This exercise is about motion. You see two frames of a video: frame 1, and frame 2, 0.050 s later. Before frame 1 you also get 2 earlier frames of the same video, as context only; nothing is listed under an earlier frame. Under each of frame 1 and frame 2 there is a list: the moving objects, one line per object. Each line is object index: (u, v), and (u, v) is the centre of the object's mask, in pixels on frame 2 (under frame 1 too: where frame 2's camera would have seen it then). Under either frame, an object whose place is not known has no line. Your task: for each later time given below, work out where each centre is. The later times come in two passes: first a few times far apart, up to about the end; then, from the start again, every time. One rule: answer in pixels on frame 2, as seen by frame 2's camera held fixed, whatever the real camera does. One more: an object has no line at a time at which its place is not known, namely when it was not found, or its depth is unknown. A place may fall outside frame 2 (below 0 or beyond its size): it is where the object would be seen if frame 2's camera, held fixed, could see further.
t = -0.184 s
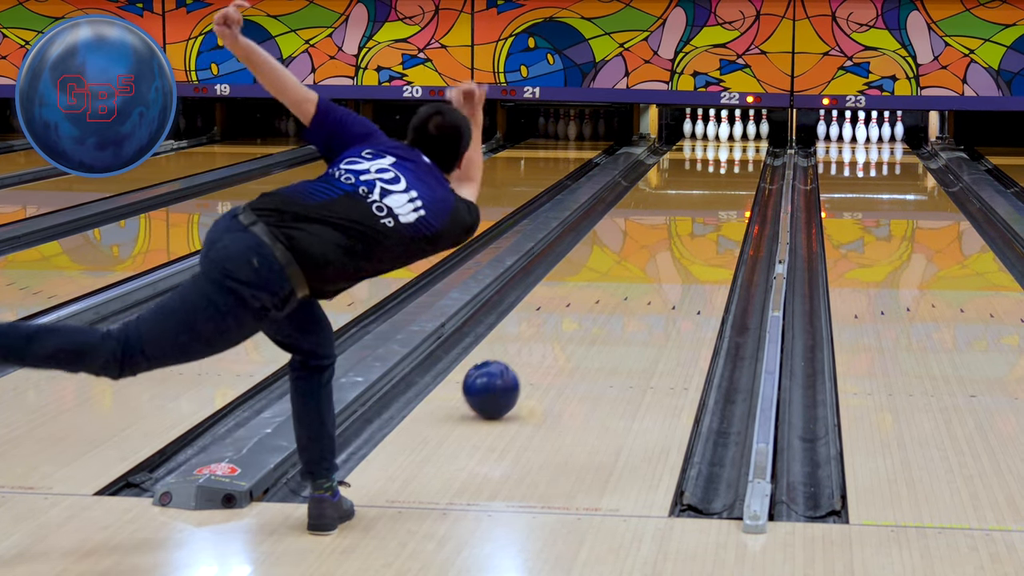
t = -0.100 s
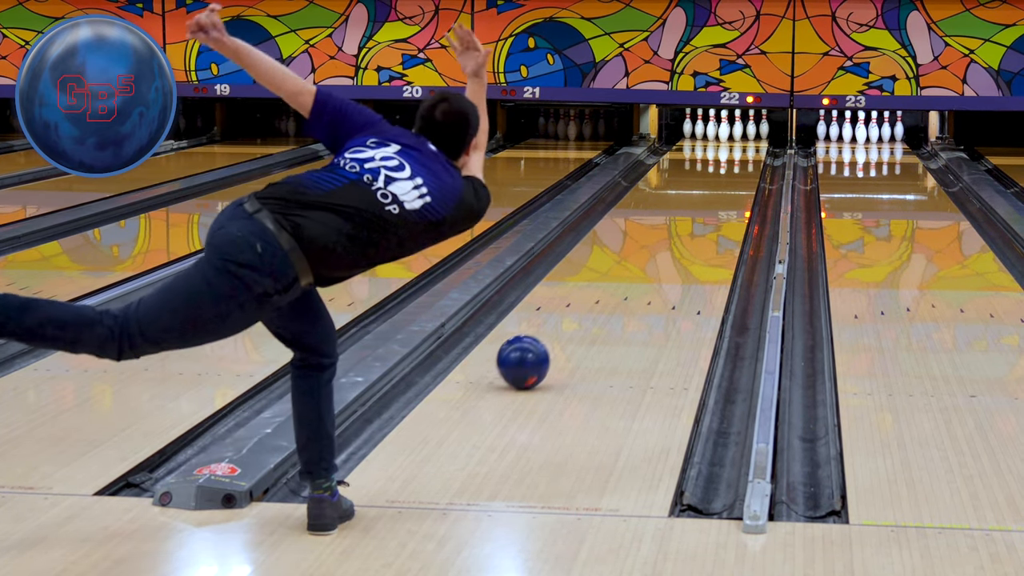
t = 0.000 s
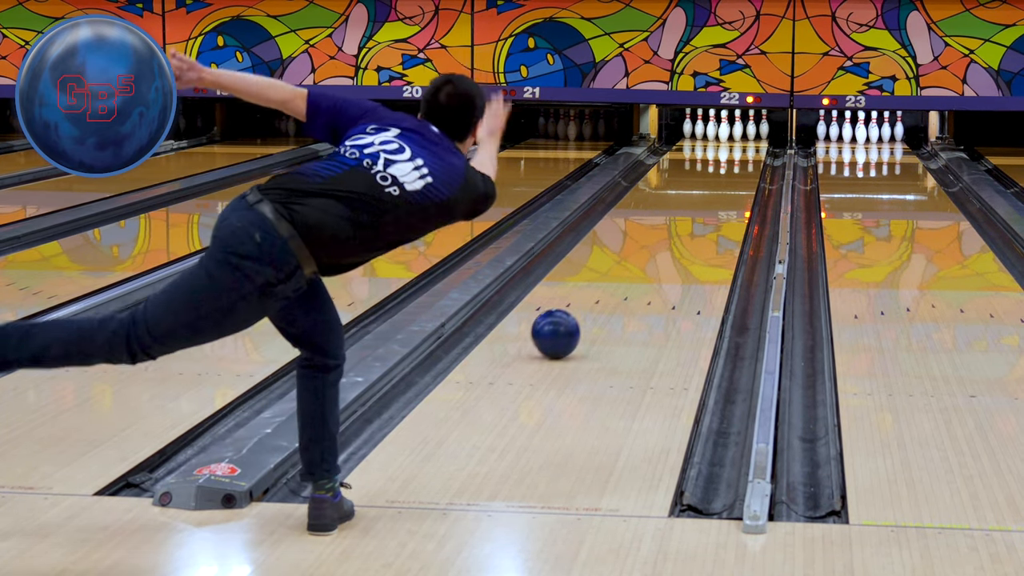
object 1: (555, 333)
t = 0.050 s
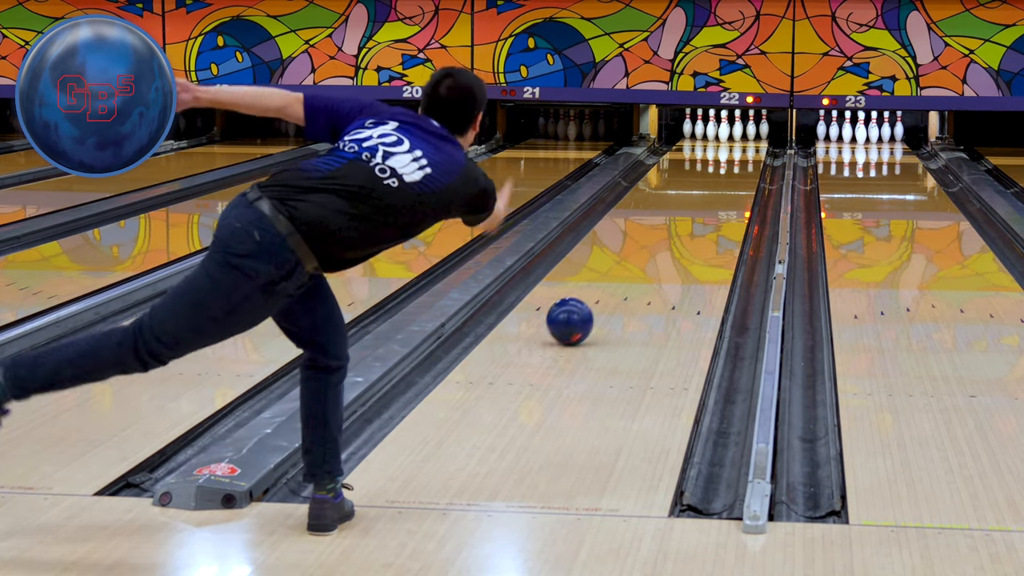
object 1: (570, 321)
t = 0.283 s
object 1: (623, 274)
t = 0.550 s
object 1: (666, 235)
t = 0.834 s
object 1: (697, 205)
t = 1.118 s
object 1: (720, 183)
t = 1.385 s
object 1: (733, 166)
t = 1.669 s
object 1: (740, 152)
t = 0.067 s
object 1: (574, 317)
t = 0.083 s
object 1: (579, 313)
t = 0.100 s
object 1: (583, 310)
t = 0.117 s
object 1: (587, 306)
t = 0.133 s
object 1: (591, 302)
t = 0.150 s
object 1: (595, 299)
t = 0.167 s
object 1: (599, 295)
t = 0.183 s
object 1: (602, 292)
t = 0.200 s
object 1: (606, 289)
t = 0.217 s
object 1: (610, 286)
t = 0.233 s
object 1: (613, 283)
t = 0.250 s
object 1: (616, 280)
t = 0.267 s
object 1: (620, 277)
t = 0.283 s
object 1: (623, 274)
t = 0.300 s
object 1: (626, 271)
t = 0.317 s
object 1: (629, 268)
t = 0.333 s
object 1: (632, 266)
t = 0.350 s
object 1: (635, 263)
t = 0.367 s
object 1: (638, 260)
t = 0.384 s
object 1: (641, 258)
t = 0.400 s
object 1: (644, 255)
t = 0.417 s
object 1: (646, 253)
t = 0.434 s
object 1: (649, 250)
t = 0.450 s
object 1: (651, 248)
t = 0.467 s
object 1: (654, 246)
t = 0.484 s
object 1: (656, 244)
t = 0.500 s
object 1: (659, 241)
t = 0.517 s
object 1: (661, 239)
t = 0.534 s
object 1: (663, 237)
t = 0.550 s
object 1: (666, 235)
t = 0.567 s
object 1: (668, 233)
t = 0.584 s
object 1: (670, 231)
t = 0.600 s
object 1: (672, 229)
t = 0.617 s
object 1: (674, 227)
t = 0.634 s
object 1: (676, 225)
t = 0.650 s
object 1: (678, 223)
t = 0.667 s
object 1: (680, 221)
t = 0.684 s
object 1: (682, 220)
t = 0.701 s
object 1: (684, 218)
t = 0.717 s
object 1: (686, 216)
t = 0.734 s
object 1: (687, 214)
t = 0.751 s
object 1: (689, 213)
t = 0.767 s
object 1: (691, 211)
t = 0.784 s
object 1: (692, 210)
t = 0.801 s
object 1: (694, 208)
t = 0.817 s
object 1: (696, 206)
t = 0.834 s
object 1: (697, 205)
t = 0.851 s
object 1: (699, 203)
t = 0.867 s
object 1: (700, 202)
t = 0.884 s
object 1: (702, 200)
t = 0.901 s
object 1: (703, 199)
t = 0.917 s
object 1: (705, 198)
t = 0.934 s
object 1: (706, 196)
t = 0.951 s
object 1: (708, 195)
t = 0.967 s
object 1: (709, 194)
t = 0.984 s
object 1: (710, 192)
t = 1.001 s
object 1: (712, 191)
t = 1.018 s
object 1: (713, 190)
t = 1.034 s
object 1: (714, 189)
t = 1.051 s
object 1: (715, 187)
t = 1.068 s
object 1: (716, 186)
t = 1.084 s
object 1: (717, 185)
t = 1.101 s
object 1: (719, 184)
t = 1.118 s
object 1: (720, 183)
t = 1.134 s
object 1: (721, 182)
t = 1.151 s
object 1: (722, 180)
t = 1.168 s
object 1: (723, 179)
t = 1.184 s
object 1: (724, 178)
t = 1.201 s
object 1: (725, 177)
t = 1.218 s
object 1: (725, 176)
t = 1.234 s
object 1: (727, 175)
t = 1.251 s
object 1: (727, 174)
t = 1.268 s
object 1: (728, 173)
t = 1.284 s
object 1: (729, 172)
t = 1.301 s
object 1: (730, 171)
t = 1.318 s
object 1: (730, 170)
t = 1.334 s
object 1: (731, 169)
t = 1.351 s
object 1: (732, 168)
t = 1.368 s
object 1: (732, 167)
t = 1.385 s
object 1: (733, 166)
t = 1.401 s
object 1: (734, 166)
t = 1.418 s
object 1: (734, 165)
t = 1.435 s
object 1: (735, 163)
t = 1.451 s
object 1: (735, 163)
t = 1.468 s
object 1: (736, 162)
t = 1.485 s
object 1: (737, 161)
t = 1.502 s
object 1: (737, 160)
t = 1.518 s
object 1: (737, 159)
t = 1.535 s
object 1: (738, 158)
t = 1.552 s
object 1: (738, 158)
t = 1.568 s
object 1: (739, 157)
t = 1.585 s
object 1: (739, 156)
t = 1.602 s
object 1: (739, 155)
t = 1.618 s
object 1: (739, 154)
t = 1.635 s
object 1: (740, 154)
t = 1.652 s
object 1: (740, 153)
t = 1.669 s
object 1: (740, 152)
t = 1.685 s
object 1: (740, 151)
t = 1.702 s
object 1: (740, 151)
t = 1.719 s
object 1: (740, 150)
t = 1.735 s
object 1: (740, 149)
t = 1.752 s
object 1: (740, 148)
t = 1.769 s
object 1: (740, 148)
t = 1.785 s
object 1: (740, 147)
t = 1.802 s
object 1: (740, 147)
